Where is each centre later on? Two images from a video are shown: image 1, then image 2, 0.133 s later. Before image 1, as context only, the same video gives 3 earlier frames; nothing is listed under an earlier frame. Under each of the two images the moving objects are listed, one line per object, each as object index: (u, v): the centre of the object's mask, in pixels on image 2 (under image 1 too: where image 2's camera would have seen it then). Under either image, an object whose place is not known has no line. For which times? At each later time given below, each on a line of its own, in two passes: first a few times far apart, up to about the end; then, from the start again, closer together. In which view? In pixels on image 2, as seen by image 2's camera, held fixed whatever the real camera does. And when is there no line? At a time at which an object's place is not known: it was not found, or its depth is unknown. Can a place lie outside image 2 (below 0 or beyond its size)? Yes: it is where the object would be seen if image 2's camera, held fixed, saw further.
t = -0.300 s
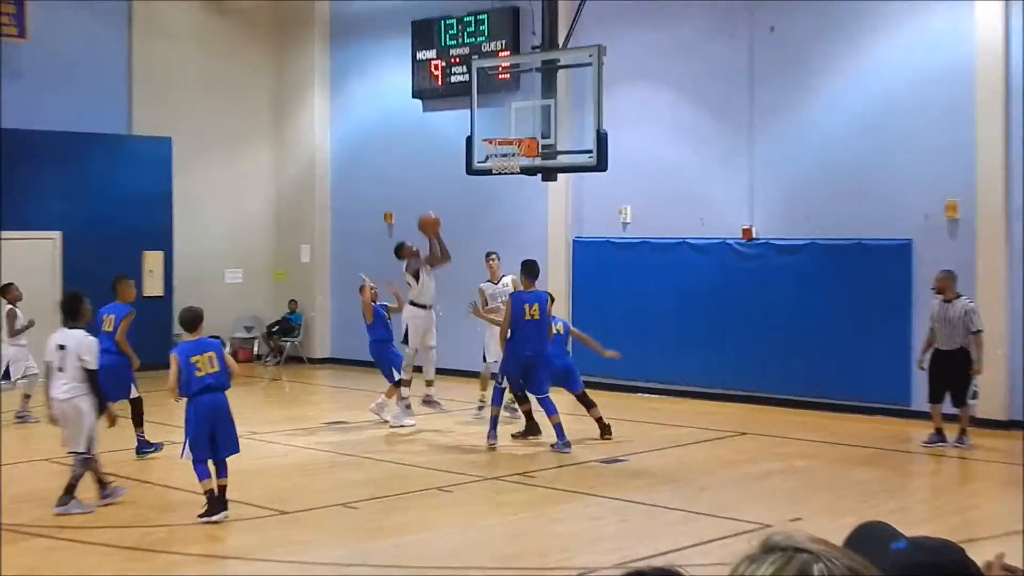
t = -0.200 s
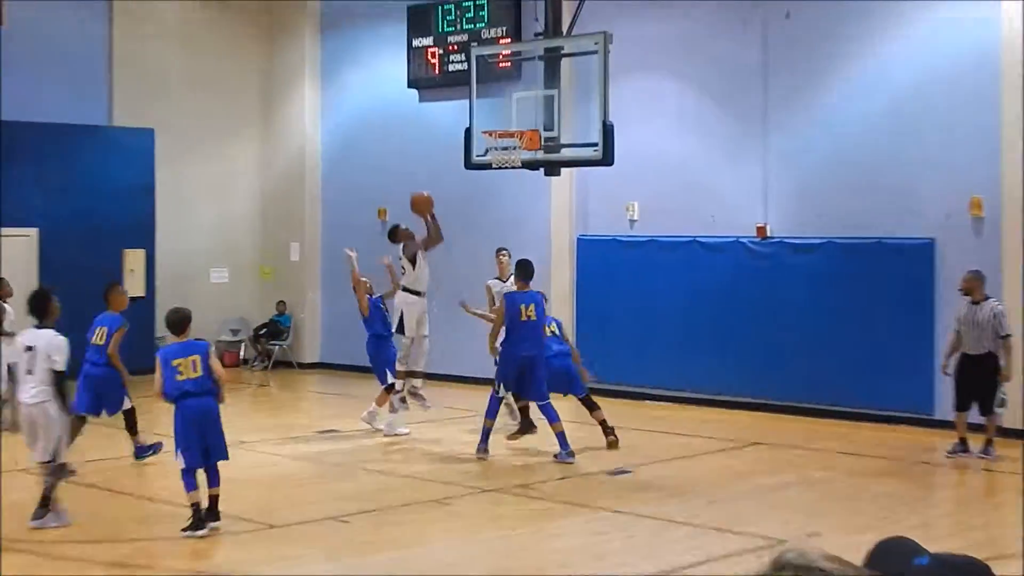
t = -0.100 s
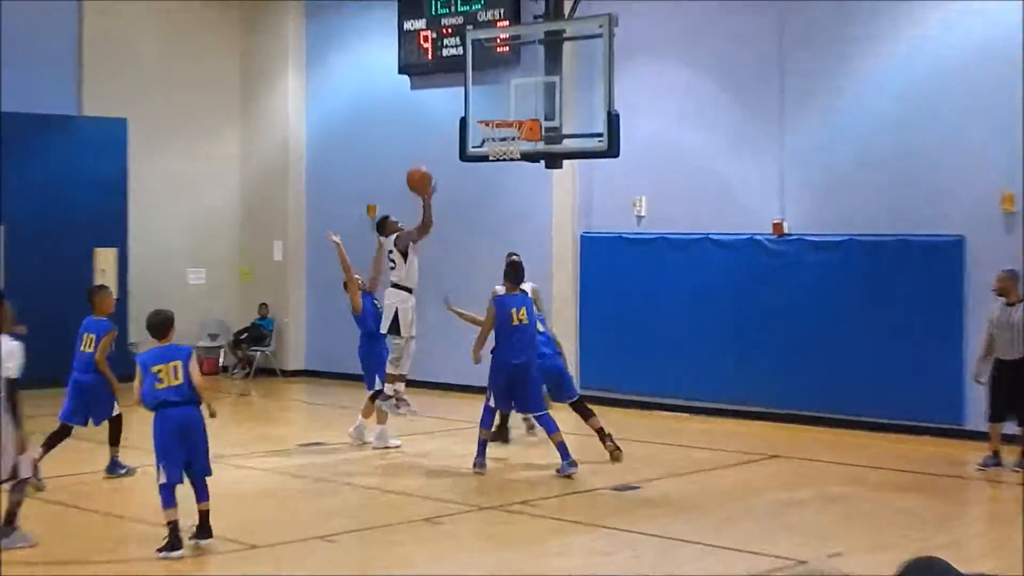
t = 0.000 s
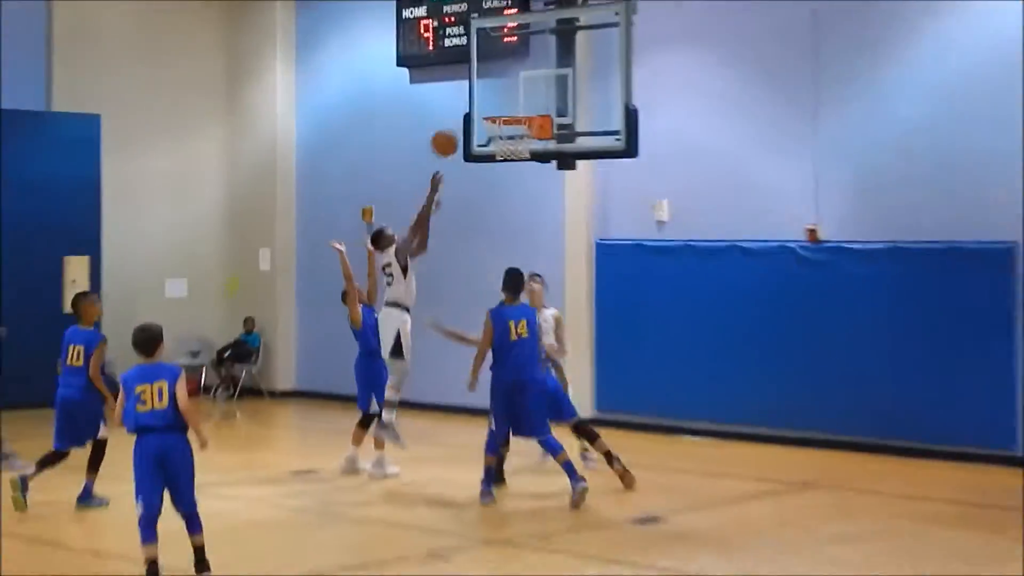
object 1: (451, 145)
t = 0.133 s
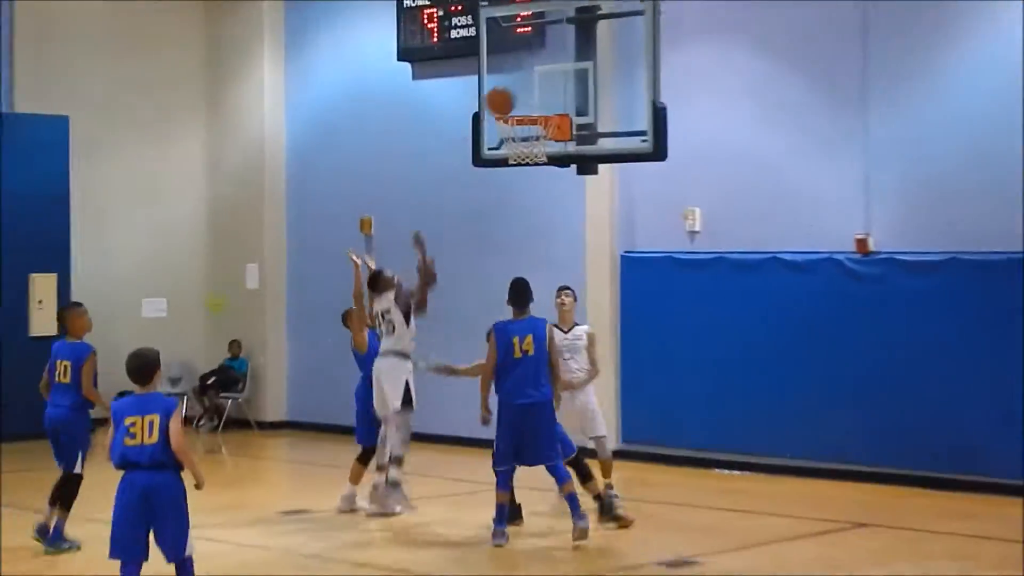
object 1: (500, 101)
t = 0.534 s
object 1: (523, 126)
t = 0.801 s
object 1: (525, 148)
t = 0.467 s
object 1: (524, 114)
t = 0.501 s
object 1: (523, 119)
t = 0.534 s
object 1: (523, 126)
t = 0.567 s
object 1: (524, 131)
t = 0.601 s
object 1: (521, 134)
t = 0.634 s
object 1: (522, 133)
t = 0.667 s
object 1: (523, 142)
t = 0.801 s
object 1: (525, 148)
